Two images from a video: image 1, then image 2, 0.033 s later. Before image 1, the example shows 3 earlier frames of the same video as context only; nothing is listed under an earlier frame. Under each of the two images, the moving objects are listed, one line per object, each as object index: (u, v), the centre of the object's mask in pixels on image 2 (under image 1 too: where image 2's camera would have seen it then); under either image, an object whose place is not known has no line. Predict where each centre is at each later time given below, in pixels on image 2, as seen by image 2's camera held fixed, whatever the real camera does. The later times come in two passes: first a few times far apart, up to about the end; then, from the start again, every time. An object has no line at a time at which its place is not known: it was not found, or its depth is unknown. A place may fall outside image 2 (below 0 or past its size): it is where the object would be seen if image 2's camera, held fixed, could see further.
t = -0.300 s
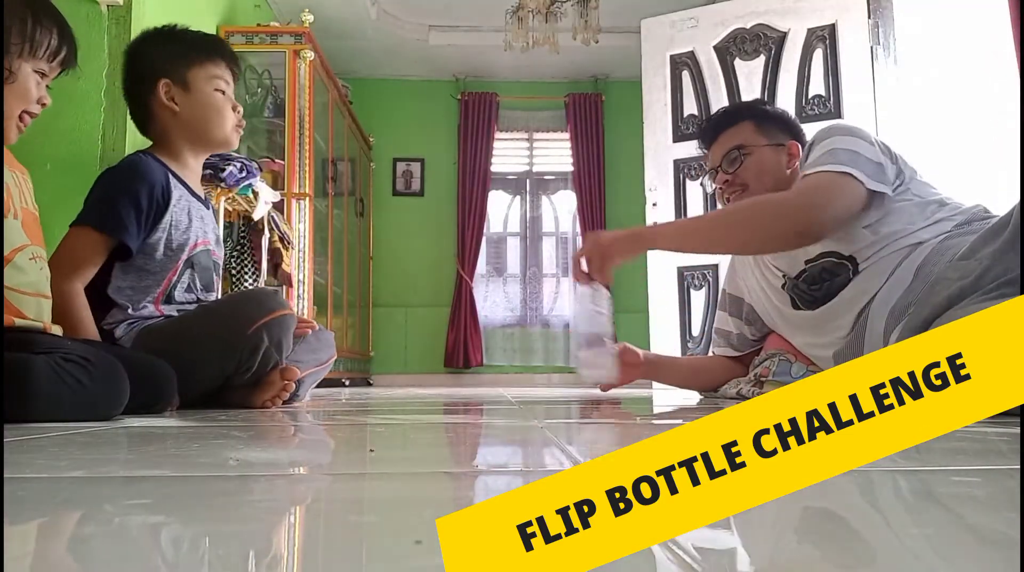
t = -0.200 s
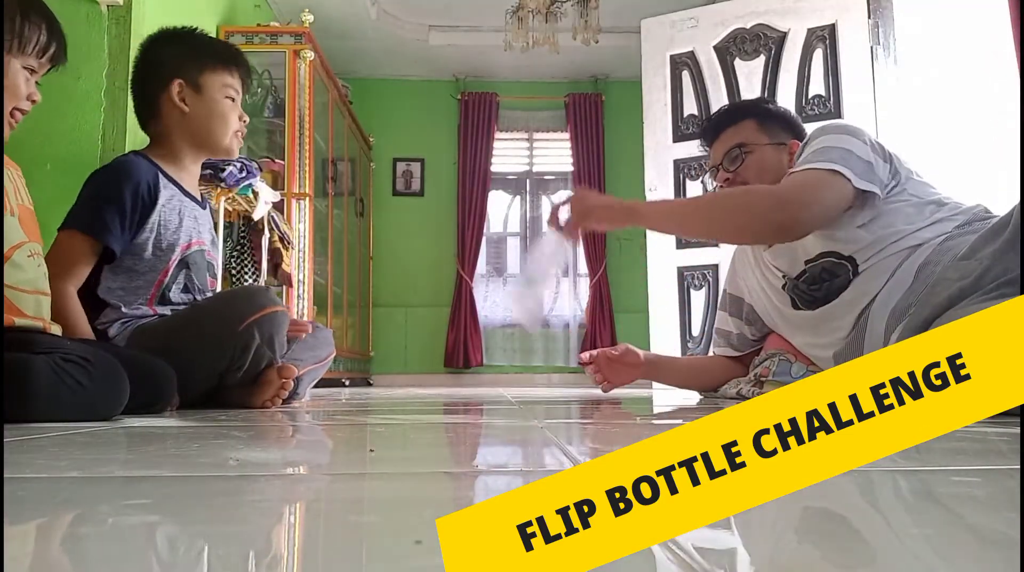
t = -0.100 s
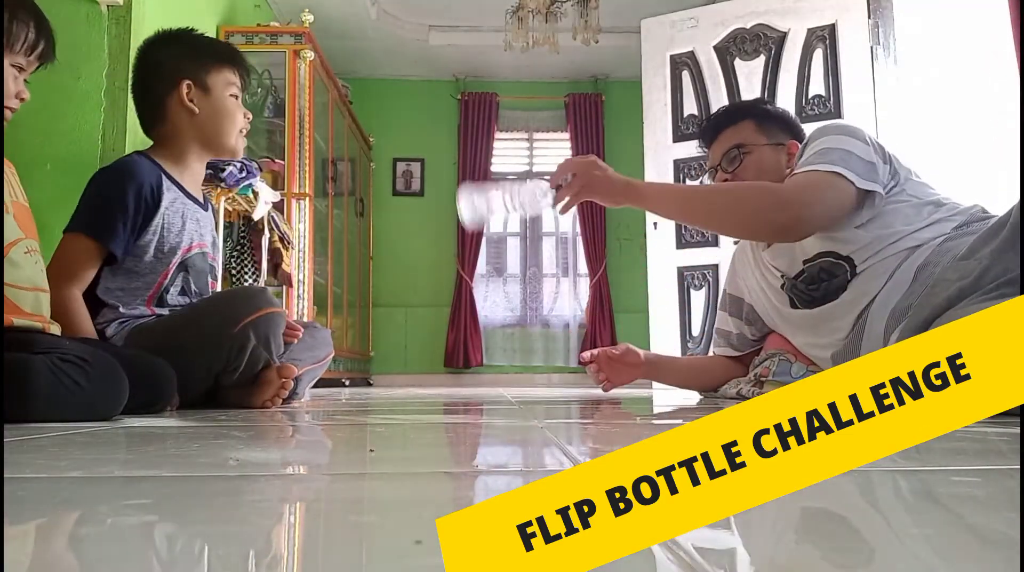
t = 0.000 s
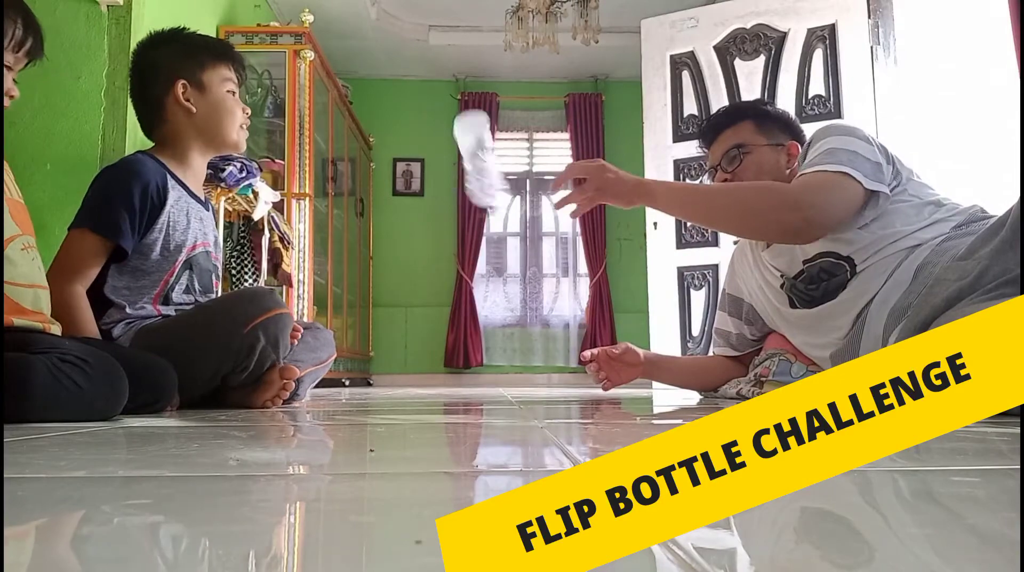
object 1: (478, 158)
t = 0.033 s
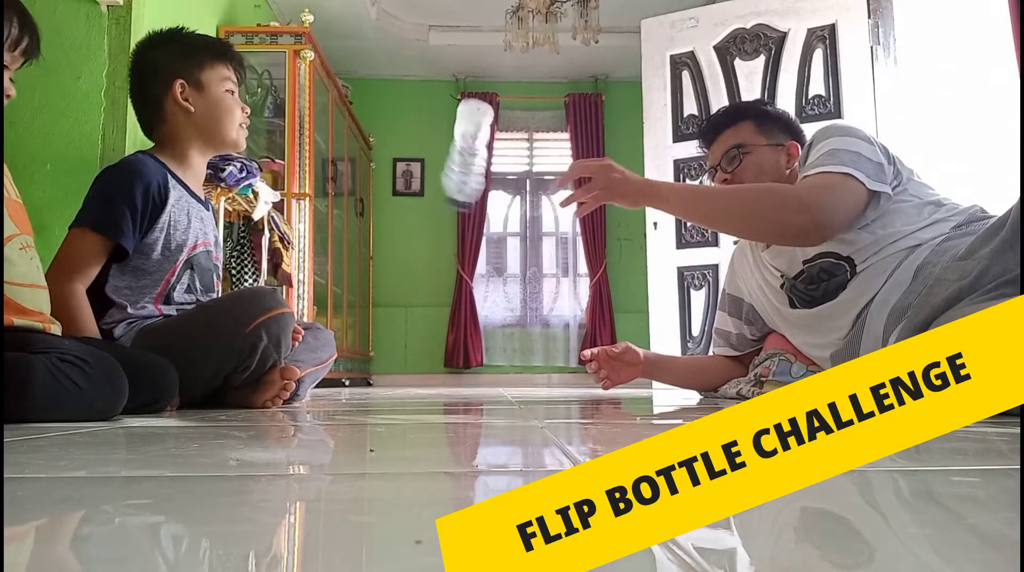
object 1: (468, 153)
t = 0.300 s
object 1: (447, 237)
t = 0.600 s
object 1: (454, 349)
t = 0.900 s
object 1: (439, 351)
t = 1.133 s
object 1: (437, 351)
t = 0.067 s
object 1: (457, 144)
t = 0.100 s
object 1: (449, 138)
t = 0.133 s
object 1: (446, 135)
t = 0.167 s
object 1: (446, 140)
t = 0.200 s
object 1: (447, 153)
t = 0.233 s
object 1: (447, 174)
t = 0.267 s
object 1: (447, 202)
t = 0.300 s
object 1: (447, 237)
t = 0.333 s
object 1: (447, 280)
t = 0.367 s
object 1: (447, 327)
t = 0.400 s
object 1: (451, 349)
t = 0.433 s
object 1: (452, 349)
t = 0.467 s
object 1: (451, 349)
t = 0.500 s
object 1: (452, 349)
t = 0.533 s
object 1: (453, 349)
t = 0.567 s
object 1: (454, 349)
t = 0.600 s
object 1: (454, 349)
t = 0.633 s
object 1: (453, 349)
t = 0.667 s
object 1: (452, 349)
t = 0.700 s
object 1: (448, 349)
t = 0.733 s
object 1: (442, 350)
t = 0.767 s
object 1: (438, 350)
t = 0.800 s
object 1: (436, 349)
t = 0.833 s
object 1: (437, 349)
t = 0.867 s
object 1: (438, 350)
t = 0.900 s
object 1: (439, 351)
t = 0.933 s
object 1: (438, 350)
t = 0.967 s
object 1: (437, 350)
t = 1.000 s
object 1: (436, 350)
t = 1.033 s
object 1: (438, 350)
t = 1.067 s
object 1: (439, 350)
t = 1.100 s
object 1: (437, 351)
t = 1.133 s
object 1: (437, 351)
